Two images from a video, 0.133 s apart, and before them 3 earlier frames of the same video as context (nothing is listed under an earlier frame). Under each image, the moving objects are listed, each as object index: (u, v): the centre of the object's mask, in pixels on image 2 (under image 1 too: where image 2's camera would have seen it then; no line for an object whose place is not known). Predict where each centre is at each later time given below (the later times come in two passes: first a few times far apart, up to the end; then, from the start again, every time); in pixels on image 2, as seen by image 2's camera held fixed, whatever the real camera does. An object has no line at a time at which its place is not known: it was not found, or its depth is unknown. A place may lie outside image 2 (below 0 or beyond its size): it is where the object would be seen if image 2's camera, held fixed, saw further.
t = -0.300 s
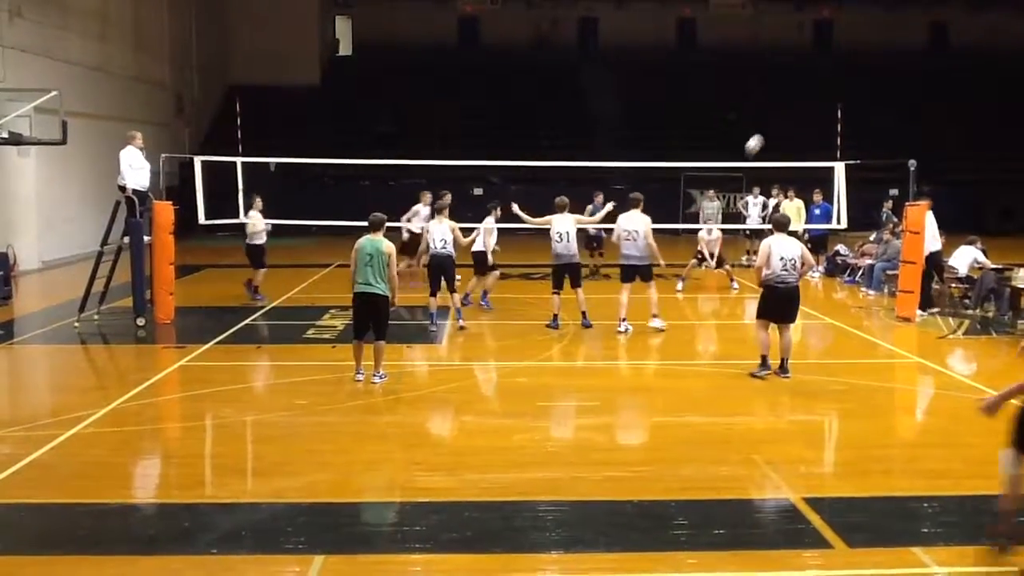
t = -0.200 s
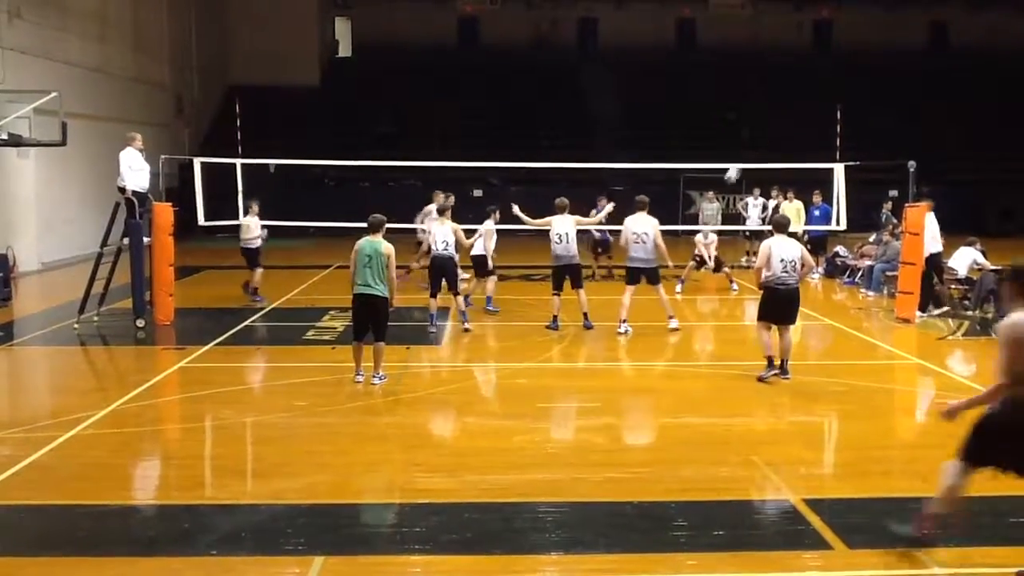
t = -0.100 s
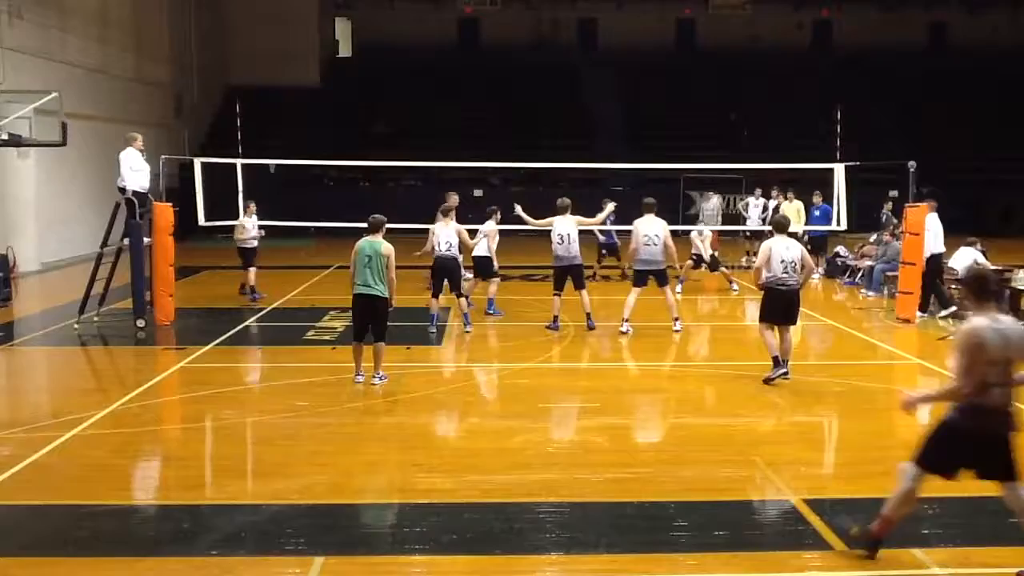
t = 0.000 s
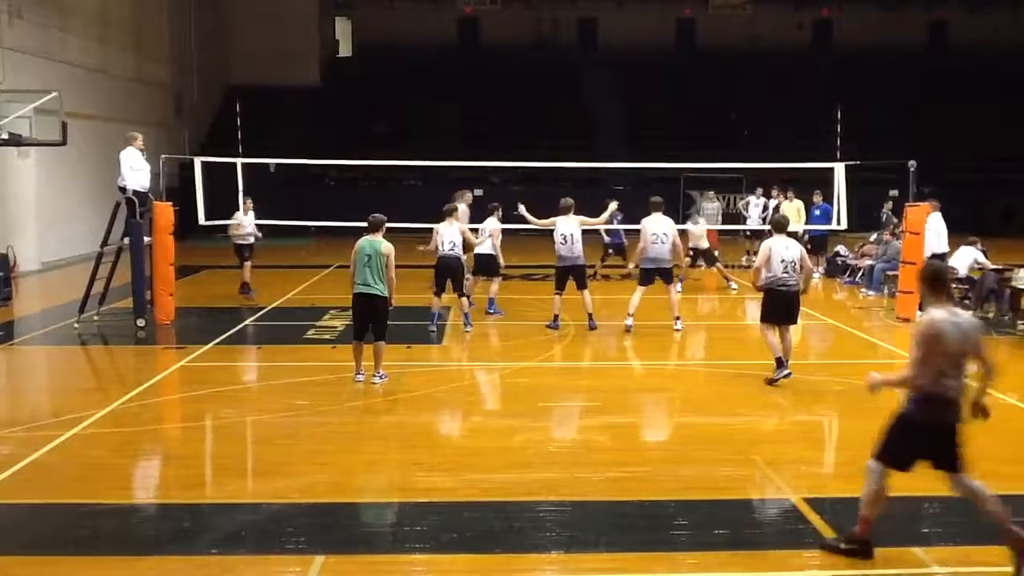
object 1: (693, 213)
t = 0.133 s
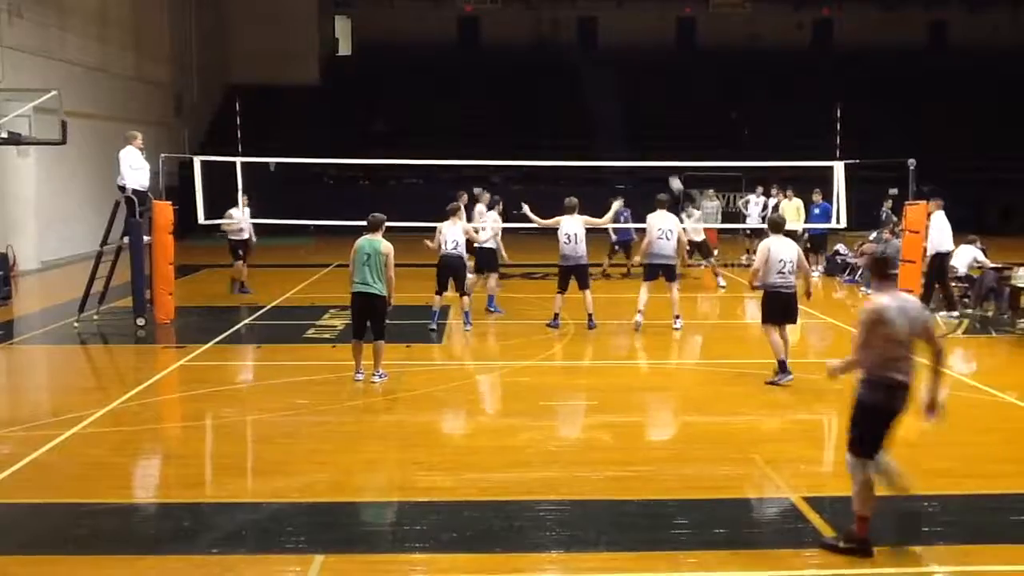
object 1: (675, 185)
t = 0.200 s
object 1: (664, 163)
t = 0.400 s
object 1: (629, 112)
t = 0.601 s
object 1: (593, 81)
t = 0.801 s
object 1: (555, 72)
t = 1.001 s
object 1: (517, 88)
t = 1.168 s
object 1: (485, 118)
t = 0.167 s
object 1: (670, 175)
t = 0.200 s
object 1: (664, 163)
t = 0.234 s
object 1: (658, 153)
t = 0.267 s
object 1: (653, 144)
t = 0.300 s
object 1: (647, 136)
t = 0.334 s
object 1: (641, 127)
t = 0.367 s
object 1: (635, 119)
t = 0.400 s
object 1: (629, 112)
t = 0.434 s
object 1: (623, 106)
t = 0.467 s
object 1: (617, 99)
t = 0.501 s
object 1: (611, 94)
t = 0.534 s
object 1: (605, 90)
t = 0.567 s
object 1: (599, 85)
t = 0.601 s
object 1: (593, 81)
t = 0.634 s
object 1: (586, 78)
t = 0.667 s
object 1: (580, 76)
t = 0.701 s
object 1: (574, 74)
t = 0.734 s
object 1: (568, 73)
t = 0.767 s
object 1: (561, 73)
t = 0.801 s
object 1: (555, 72)
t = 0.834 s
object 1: (549, 73)
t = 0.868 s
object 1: (542, 75)
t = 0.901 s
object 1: (535, 77)
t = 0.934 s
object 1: (529, 80)
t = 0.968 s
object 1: (523, 83)
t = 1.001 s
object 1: (517, 88)
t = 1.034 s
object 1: (510, 93)
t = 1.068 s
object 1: (504, 97)
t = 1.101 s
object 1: (497, 104)
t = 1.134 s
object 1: (491, 111)
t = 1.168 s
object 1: (485, 118)
